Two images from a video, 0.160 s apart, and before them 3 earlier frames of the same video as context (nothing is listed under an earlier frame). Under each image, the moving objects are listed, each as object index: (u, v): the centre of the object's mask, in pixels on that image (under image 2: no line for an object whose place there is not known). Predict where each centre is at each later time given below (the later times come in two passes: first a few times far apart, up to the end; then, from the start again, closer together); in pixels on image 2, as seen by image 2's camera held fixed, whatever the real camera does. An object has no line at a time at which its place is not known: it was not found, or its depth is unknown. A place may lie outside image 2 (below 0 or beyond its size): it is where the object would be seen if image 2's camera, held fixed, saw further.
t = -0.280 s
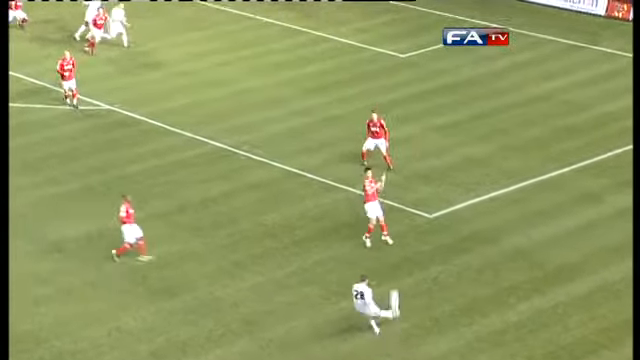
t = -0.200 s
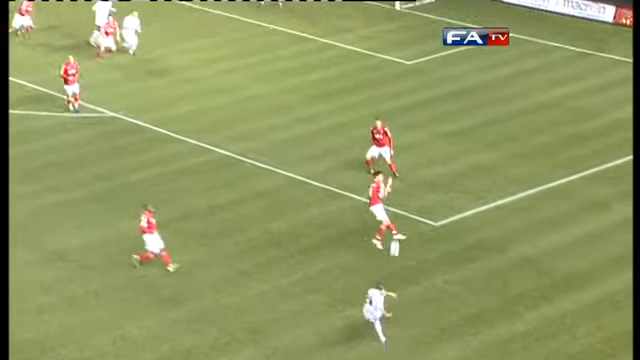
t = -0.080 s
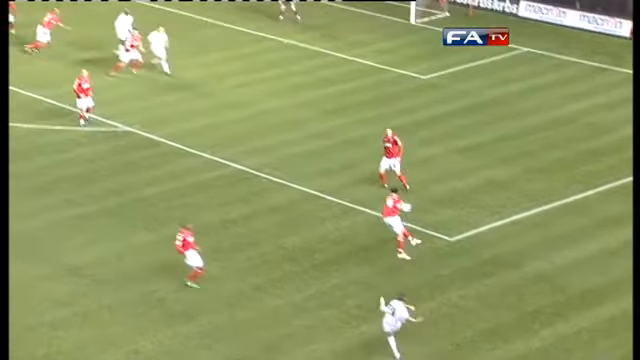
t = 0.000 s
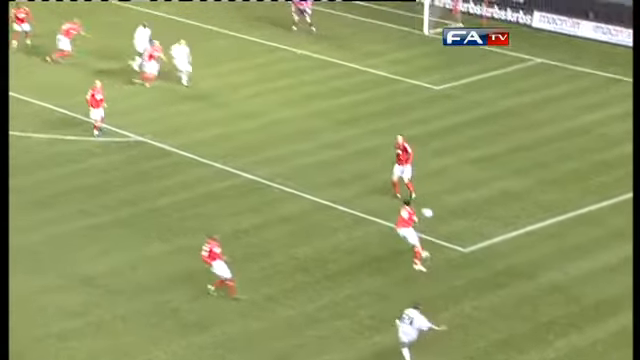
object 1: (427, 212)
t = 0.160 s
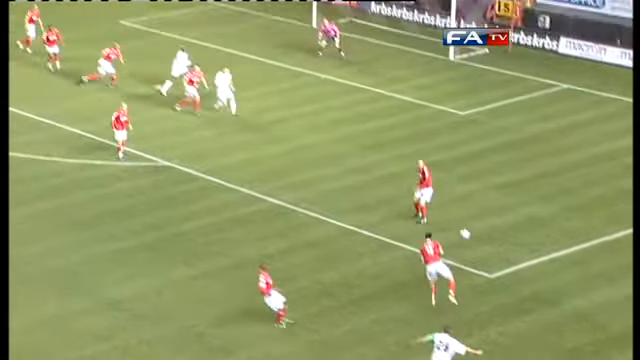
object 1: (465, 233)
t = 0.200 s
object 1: (467, 233)
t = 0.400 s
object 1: (475, 198)
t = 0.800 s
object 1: (477, 148)
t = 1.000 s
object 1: (473, 144)
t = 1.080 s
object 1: (471, 142)
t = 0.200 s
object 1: (467, 233)
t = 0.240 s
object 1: (469, 234)
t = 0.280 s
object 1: (471, 227)
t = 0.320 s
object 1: (472, 216)
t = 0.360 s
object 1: (473, 206)
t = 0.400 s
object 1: (475, 198)
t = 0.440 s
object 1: (475, 190)
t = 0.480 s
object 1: (476, 183)
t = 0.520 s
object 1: (477, 176)
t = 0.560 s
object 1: (478, 171)
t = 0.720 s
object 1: (478, 153)
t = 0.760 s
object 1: (477, 150)
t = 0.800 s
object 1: (477, 148)
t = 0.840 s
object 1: (476, 146)
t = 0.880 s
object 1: (476, 144)
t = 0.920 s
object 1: (475, 143)
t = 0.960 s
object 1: (474, 143)
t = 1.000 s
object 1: (473, 144)
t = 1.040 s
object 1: (472, 144)
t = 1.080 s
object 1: (471, 142)
